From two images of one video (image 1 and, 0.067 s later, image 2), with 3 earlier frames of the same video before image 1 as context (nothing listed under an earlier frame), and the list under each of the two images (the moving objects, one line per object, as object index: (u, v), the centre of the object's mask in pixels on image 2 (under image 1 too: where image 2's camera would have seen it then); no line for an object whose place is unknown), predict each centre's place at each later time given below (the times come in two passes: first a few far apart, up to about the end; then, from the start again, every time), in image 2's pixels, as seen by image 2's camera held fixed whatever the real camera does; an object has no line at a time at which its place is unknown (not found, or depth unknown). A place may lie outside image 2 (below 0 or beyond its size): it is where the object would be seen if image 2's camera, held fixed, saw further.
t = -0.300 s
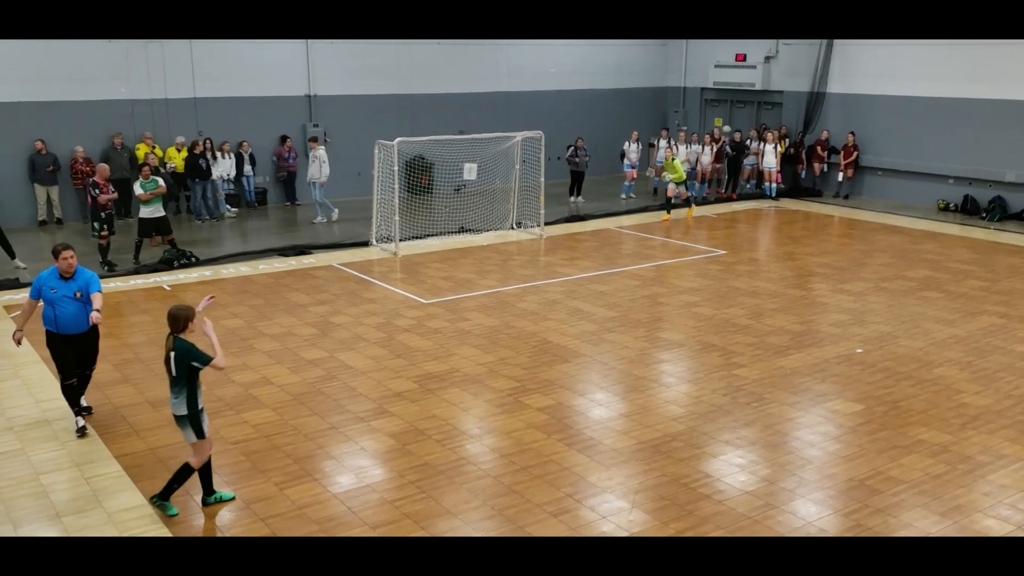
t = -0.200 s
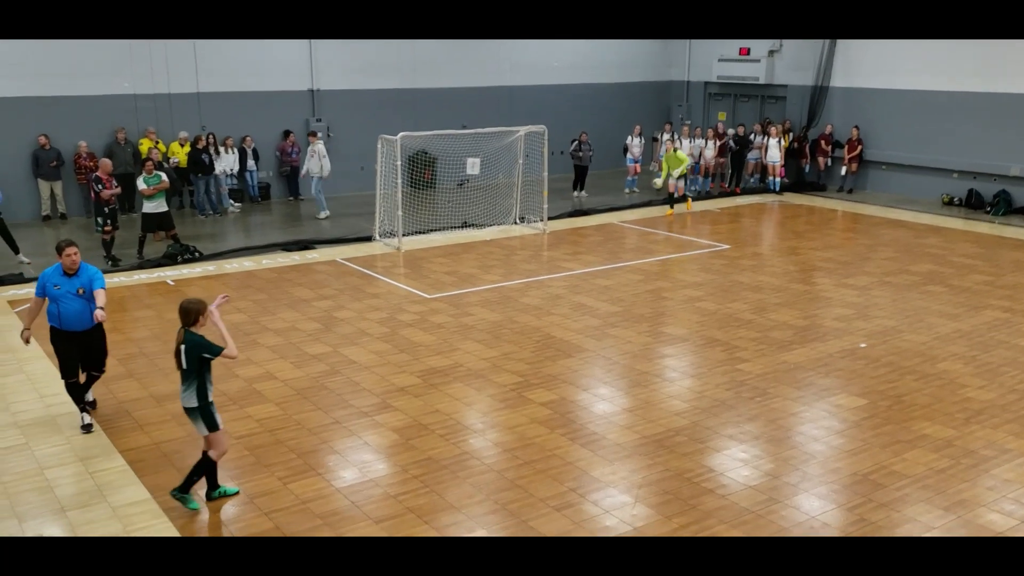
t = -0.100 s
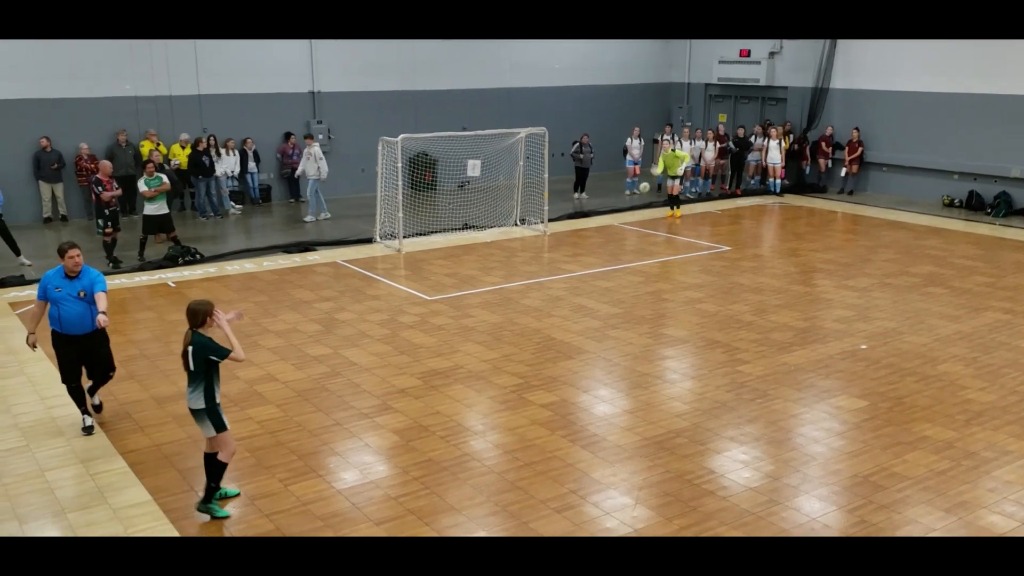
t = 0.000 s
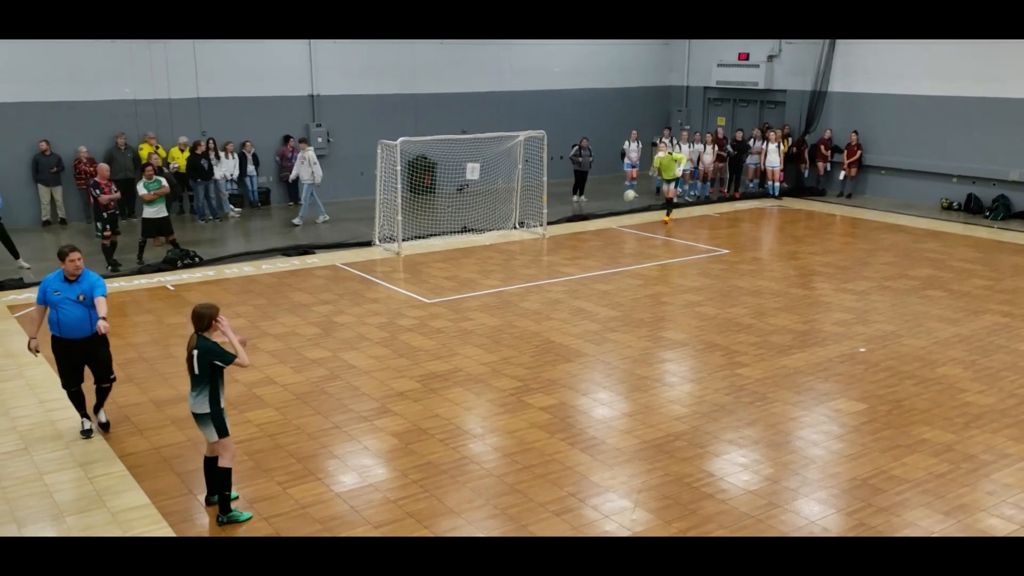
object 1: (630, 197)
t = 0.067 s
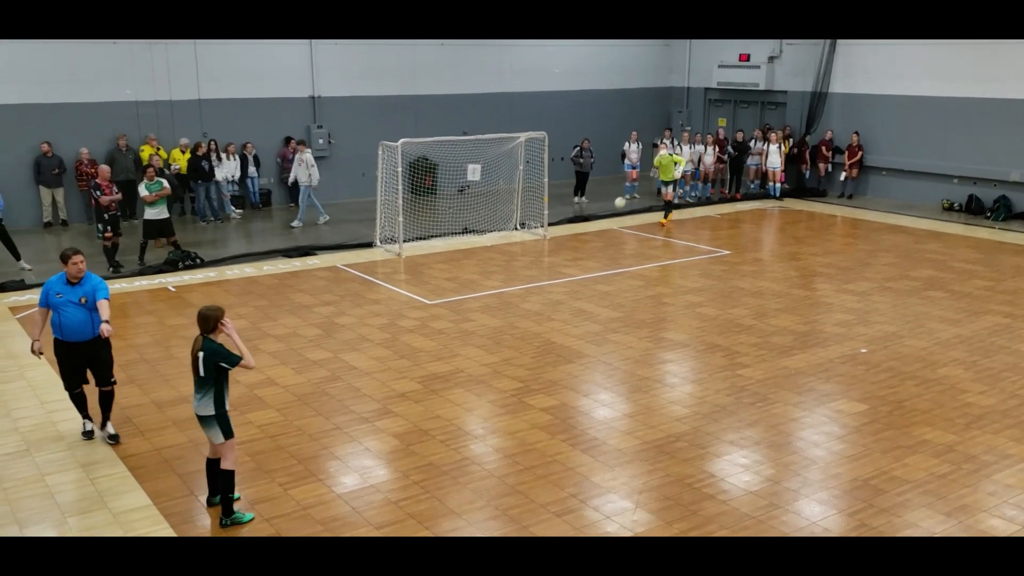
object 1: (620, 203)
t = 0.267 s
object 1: (586, 238)
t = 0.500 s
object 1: (549, 255)
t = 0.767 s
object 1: (505, 285)
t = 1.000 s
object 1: (460, 304)
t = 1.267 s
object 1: (398, 354)
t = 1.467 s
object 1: (340, 386)
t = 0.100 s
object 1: (615, 207)
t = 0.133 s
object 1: (609, 212)
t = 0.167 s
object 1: (604, 217)
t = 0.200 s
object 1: (598, 223)
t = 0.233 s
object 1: (592, 229)
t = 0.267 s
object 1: (586, 238)
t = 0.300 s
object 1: (579, 246)
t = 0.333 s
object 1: (573, 257)
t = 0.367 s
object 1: (568, 259)
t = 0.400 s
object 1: (564, 256)
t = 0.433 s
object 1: (559, 255)
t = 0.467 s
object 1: (554, 255)
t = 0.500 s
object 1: (549, 255)
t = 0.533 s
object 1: (544, 256)
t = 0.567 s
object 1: (539, 258)
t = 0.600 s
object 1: (534, 260)
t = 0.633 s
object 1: (528, 263)
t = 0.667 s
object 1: (523, 267)
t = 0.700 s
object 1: (518, 272)
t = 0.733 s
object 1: (511, 277)
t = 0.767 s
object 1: (505, 285)
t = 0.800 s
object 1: (499, 292)
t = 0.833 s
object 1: (492, 301)
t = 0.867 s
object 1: (486, 301)
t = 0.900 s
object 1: (480, 301)
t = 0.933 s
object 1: (473, 301)
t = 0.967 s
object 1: (466, 303)
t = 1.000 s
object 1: (460, 304)
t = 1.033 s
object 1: (452, 307)
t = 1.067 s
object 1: (444, 315)
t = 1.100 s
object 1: (438, 317)
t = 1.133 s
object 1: (429, 322)
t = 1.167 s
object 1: (421, 333)
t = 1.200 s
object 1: (415, 339)
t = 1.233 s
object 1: (406, 352)
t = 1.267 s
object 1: (398, 354)
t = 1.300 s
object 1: (389, 351)
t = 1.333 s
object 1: (379, 361)
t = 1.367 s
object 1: (369, 363)
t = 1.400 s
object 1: (359, 372)
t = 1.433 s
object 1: (350, 379)
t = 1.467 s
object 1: (340, 386)
